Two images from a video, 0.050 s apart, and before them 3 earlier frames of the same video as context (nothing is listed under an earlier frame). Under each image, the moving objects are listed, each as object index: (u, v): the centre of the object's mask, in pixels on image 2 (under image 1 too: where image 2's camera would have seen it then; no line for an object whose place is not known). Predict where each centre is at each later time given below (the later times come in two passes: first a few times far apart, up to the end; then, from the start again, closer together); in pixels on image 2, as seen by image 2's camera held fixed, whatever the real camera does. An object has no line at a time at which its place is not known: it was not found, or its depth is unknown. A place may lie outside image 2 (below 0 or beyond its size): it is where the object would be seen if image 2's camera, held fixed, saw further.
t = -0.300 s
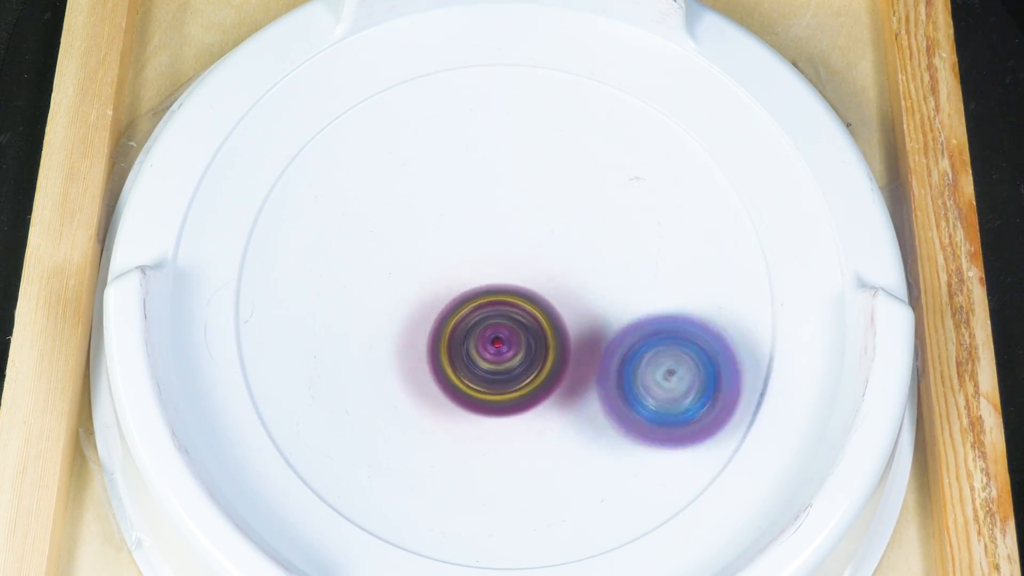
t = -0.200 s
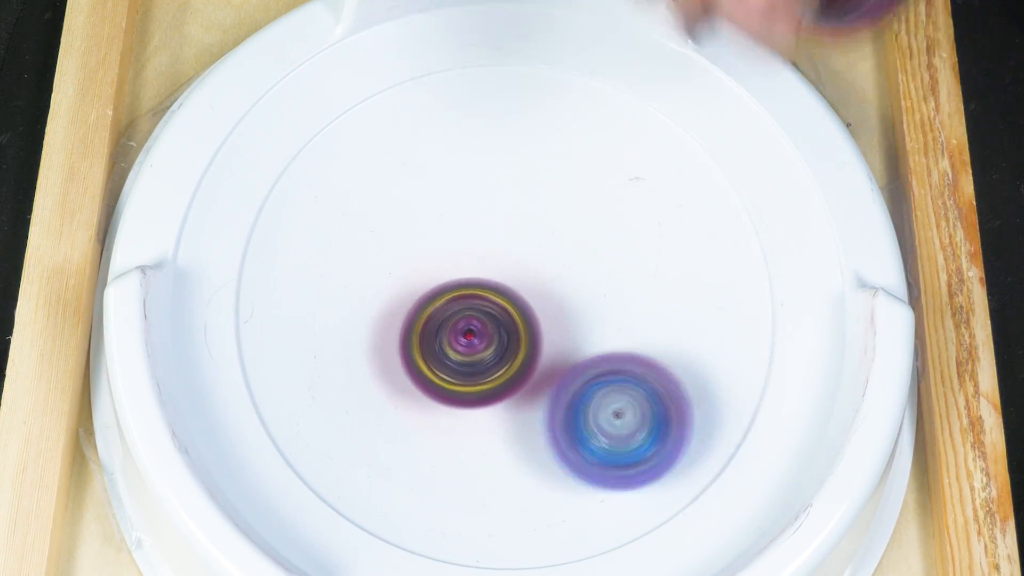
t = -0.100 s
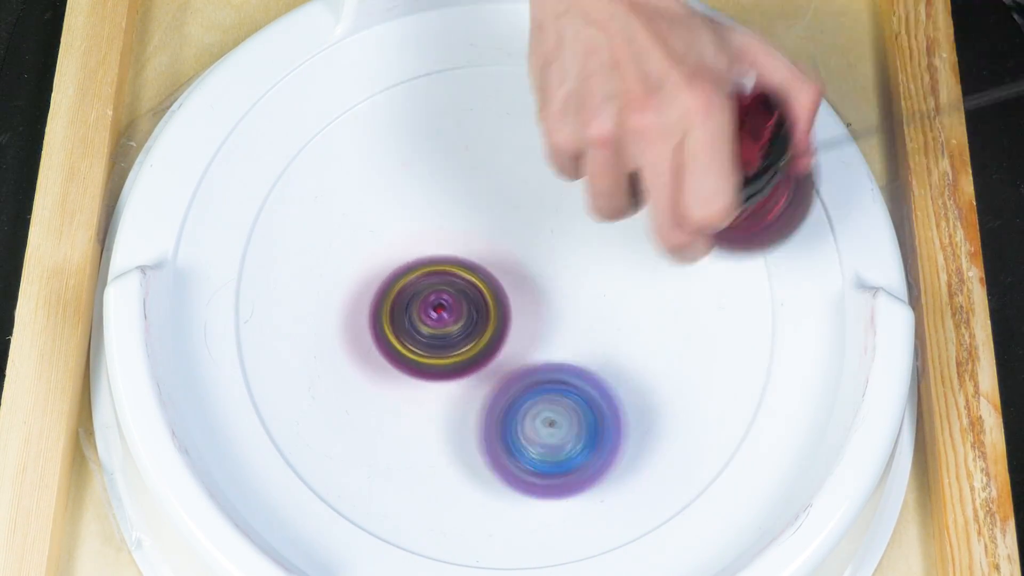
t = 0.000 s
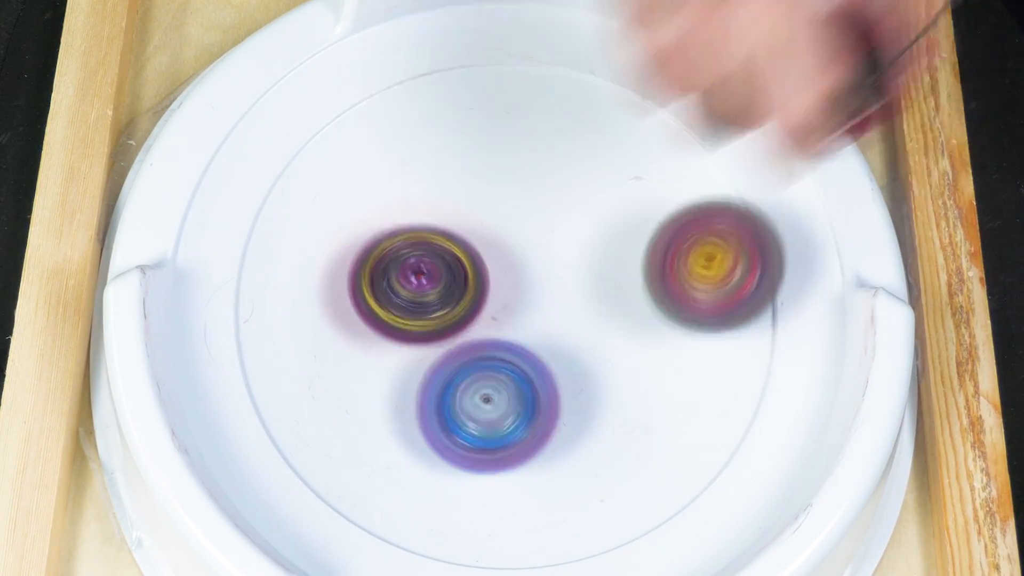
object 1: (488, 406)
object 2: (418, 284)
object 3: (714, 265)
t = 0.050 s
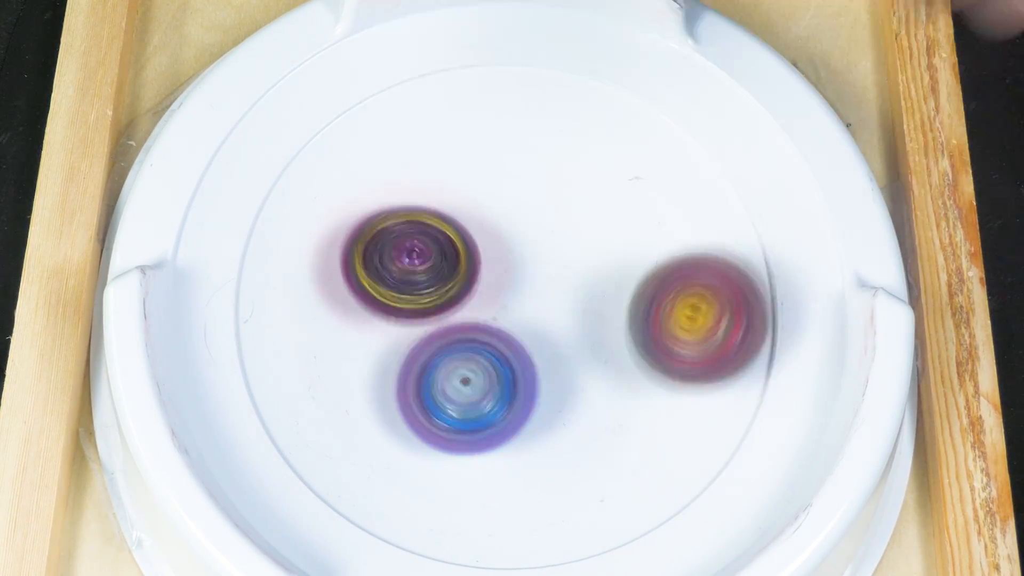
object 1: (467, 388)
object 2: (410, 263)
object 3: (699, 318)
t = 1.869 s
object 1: (594, 183)
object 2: (452, 249)
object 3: (483, 525)
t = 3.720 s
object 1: (394, 285)
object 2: (555, 300)
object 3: (428, 415)
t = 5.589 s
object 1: (648, 394)
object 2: (480, 196)
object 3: (393, 300)
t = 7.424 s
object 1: (441, 157)
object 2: (542, 258)
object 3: (608, 378)
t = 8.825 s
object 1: (477, 223)
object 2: (643, 292)
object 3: (405, 334)
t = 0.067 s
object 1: (463, 383)
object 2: (406, 250)
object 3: (691, 340)
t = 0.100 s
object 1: (457, 371)
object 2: (397, 226)
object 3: (684, 368)
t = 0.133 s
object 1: (451, 354)
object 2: (392, 209)
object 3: (674, 401)
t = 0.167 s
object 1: (449, 333)
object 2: (391, 199)
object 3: (668, 426)
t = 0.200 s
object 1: (449, 312)
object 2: (395, 196)
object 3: (661, 451)
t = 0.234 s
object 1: (461, 300)
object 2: (395, 188)
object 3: (660, 472)
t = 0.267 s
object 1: (473, 288)
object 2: (396, 183)
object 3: (658, 486)
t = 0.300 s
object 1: (486, 277)
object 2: (401, 184)
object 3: (655, 492)
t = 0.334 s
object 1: (502, 270)
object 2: (406, 184)
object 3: (647, 491)
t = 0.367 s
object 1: (519, 264)
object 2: (411, 185)
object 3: (642, 485)
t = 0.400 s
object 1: (538, 262)
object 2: (418, 189)
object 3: (637, 474)
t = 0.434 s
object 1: (554, 263)
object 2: (426, 194)
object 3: (635, 459)
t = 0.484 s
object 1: (577, 270)
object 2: (439, 202)
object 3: (640, 433)
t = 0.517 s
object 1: (592, 276)
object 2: (448, 208)
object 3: (649, 413)
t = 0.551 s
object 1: (600, 275)
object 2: (456, 217)
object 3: (664, 406)
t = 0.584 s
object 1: (603, 243)
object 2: (459, 223)
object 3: (699, 434)
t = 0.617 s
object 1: (619, 223)
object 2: (448, 227)
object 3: (732, 447)
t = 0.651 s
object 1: (636, 210)
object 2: (437, 231)
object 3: (748, 453)
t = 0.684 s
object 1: (652, 207)
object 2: (429, 235)
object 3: (741, 439)
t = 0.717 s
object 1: (667, 210)
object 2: (423, 240)
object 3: (731, 423)
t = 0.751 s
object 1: (680, 217)
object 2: (419, 244)
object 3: (716, 403)
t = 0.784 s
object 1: (692, 226)
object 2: (419, 247)
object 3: (704, 382)
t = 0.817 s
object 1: (703, 226)
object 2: (423, 249)
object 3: (691, 377)
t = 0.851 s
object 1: (718, 192)
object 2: (428, 252)
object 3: (673, 401)
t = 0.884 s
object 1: (717, 172)
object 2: (436, 253)
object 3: (657, 421)
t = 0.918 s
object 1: (702, 166)
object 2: (443, 256)
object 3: (644, 436)
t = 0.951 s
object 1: (689, 163)
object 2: (451, 258)
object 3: (635, 448)
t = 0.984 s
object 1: (677, 162)
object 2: (457, 261)
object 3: (628, 458)
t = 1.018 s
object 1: (669, 163)
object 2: (464, 263)
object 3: (625, 466)
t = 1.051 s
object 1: (663, 164)
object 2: (468, 265)
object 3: (625, 473)
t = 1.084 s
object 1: (660, 165)
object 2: (473, 268)
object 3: (627, 480)
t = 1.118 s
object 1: (659, 166)
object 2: (476, 269)
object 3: (633, 486)
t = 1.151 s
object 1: (658, 168)
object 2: (479, 271)
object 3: (641, 492)
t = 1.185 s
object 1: (659, 170)
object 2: (480, 272)
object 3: (649, 490)
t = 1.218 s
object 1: (660, 171)
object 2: (482, 273)
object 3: (655, 480)
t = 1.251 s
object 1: (660, 173)
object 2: (483, 274)
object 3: (661, 470)
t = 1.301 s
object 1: (660, 177)
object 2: (485, 276)
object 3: (673, 455)
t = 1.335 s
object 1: (658, 179)
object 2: (486, 278)
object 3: (679, 446)
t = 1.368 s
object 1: (655, 182)
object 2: (485, 279)
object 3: (682, 437)
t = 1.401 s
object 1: (652, 185)
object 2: (485, 282)
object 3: (678, 428)
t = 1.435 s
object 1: (648, 188)
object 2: (483, 283)
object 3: (667, 418)
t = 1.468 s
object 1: (643, 192)
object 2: (482, 284)
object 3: (651, 405)
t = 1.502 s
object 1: (637, 195)
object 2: (480, 286)
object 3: (631, 391)
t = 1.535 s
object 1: (631, 198)
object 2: (478, 287)
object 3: (607, 380)
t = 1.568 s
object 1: (624, 200)
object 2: (477, 279)
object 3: (578, 379)
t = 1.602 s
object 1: (616, 201)
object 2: (475, 262)
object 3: (551, 396)
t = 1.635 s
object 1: (611, 200)
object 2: (473, 249)
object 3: (525, 418)
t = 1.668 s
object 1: (608, 196)
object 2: (469, 242)
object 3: (501, 440)
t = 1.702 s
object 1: (606, 192)
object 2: (464, 239)
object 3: (484, 463)
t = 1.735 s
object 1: (605, 189)
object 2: (459, 239)
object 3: (472, 485)
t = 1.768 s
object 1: (603, 186)
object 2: (455, 241)
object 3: (467, 507)
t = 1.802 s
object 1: (600, 184)
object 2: (452, 244)
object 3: (467, 522)
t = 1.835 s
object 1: (597, 183)
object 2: (452, 246)
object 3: (473, 526)
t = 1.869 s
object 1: (594, 183)
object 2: (452, 249)
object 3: (483, 525)
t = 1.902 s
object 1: (591, 183)
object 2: (451, 250)
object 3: (497, 520)
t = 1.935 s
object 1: (587, 182)
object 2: (453, 252)
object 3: (512, 513)
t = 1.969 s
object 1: (584, 182)
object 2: (455, 255)
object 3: (529, 505)
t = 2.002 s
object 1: (580, 181)
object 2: (457, 257)
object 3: (543, 495)
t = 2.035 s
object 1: (576, 180)
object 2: (459, 260)
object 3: (556, 487)
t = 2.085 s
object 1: (570, 178)
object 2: (461, 267)
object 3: (575, 467)
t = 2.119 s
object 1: (565, 177)
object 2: (462, 271)
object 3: (582, 445)
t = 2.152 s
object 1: (559, 176)
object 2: (464, 277)
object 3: (582, 419)
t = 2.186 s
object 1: (553, 176)
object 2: (465, 284)
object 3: (572, 392)
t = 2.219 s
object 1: (547, 175)
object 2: (460, 274)
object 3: (555, 381)
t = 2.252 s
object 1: (547, 161)
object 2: (444, 268)
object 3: (532, 380)
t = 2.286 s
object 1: (545, 153)
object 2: (431, 264)
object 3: (502, 380)
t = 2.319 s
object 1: (541, 152)
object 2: (425, 257)
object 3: (468, 387)
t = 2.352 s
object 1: (536, 153)
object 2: (420, 247)
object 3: (437, 399)
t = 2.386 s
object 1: (532, 154)
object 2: (419, 243)
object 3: (406, 415)
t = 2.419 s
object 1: (528, 155)
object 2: (417, 244)
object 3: (386, 431)
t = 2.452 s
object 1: (525, 155)
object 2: (414, 247)
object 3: (368, 452)
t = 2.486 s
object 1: (521, 156)
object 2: (413, 250)
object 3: (355, 474)
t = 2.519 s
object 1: (517, 156)
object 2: (413, 256)
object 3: (353, 492)
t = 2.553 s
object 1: (513, 157)
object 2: (414, 262)
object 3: (362, 504)
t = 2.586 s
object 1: (509, 158)
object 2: (416, 269)
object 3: (376, 513)
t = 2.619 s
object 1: (504, 160)
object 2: (420, 275)
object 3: (388, 519)
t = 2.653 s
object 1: (499, 163)
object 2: (424, 280)
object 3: (397, 523)
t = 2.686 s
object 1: (494, 165)
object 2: (428, 285)
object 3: (407, 525)
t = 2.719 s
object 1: (489, 166)
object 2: (433, 290)
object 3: (418, 524)
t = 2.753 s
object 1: (483, 169)
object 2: (438, 294)
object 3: (431, 520)
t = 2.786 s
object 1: (477, 170)
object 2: (443, 301)
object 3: (450, 514)
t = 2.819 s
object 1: (472, 172)
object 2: (448, 308)
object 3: (472, 494)
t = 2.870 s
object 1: (463, 177)
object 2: (456, 312)
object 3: (498, 455)
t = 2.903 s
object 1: (456, 170)
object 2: (468, 309)
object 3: (504, 446)
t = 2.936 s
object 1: (449, 133)
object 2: (488, 313)
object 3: (504, 453)
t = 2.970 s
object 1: (444, 107)
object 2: (512, 309)
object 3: (499, 455)
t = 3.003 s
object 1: (440, 94)
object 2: (534, 303)
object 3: (494, 447)
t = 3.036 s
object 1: (438, 90)
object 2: (551, 297)
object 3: (488, 431)
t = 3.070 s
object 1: (437, 91)
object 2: (564, 292)
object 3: (478, 412)
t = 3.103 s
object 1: (438, 94)
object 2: (573, 288)
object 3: (463, 394)
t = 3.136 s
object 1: (438, 98)
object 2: (580, 285)
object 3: (445, 376)
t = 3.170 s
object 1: (437, 103)
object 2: (582, 283)
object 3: (426, 362)
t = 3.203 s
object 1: (437, 109)
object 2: (581, 283)
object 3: (407, 350)
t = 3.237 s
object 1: (436, 117)
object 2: (580, 284)
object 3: (386, 341)
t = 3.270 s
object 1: (436, 125)
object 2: (578, 283)
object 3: (366, 335)
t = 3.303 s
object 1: (438, 133)
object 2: (577, 283)
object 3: (347, 333)
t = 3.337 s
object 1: (440, 144)
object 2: (575, 283)
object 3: (328, 334)
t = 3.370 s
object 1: (441, 155)
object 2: (572, 285)
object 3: (312, 339)
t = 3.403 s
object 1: (442, 166)
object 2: (569, 285)
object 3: (297, 347)
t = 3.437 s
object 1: (442, 179)
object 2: (564, 285)
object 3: (283, 358)
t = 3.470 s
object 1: (441, 192)
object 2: (559, 286)
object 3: (271, 371)
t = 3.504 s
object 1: (441, 205)
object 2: (556, 287)
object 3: (265, 387)
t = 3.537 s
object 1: (436, 219)
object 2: (556, 289)
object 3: (271, 402)
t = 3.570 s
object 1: (429, 232)
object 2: (557, 291)
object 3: (294, 416)
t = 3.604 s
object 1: (422, 246)
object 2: (558, 293)
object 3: (320, 430)
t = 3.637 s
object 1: (413, 259)
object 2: (559, 296)
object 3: (349, 435)
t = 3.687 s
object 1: (402, 276)
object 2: (557, 298)
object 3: (395, 425)
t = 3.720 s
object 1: (394, 285)
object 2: (555, 300)
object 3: (428, 415)
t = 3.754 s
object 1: (386, 273)
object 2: (555, 301)
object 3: (467, 422)
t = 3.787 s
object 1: (381, 268)
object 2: (557, 298)
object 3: (498, 424)
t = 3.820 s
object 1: (378, 268)
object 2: (570, 284)
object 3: (517, 425)
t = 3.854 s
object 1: (377, 273)
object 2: (580, 273)
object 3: (535, 414)
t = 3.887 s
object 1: (377, 278)
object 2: (586, 265)
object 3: (552, 394)
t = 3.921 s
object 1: (378, 283)
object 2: (599, 243)
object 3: (555, 377)
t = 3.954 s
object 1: (377, 289)
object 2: (610, 224)
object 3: (555, 354)
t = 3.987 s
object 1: (379, 294)
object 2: (615, 208)
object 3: (551, 324)
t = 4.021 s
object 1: (382, 299)
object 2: (620, 194)
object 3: (536, 294)
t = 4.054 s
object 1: (383, 304)
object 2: (625, 179)
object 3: (515, 264)
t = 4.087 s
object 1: (377, 312)
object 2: (623, 167)
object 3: (508, 232)
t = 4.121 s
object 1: (374, 320)
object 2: (620, 162)
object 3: (495, 204)
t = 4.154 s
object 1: (374, 326)
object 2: (617, 158)
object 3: (475, 180)
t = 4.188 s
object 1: (375, 332)
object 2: (613, 159)
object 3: (449, 162)
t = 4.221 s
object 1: (379, 337)
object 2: (609, 165)
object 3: (420, 150)
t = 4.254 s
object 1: (382, 341)
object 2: (605, 171)
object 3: (389, 144)
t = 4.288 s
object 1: (386, 345)
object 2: (599, 179)
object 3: (354, 144)
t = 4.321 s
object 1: (390, 349)
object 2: (593, 188)
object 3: (322, 152)
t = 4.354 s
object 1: (396, 352)
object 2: (585, 196)
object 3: (295, 167)
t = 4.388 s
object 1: (401, 355)
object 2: (577, 207)
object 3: (281, 196)
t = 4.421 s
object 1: (406, 358)
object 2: (569, 217)
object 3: (270, 230)
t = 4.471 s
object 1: (416, 364)
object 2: (556, 233)
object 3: (270, 284)
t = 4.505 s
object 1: (424, 368)
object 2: (548, 242)
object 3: (285, 318)
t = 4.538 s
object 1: (464, 380)
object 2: (540, 250)
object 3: (267, 329)
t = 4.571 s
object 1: (517, 393)
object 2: (534, 256)
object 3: (243, 337)
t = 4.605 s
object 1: (554, 401)
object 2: (528, 263)
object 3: (247, 347)
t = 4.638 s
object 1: (584, 409)
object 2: (523, 268)
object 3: (274, 361)
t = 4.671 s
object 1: (606, 416)
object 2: (519, 271)
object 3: (297, 375)
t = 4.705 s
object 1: (625, 425)
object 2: (517, 273)
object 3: (321, 385)
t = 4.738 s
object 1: (636, 433)
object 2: (516, 275)
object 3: (350, 392)
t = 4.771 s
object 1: (643, 442)
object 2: (513, 277)
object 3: (384, 393)
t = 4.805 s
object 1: (646, 450)
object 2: (512, 279)
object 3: (415, 386)
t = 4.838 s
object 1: (649, 459)
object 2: (527, 272)
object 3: (431, 381)
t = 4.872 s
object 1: (652, 469)
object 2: (550, 258)
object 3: (443, 374)
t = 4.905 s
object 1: (655, 479)
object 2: (571, 248)
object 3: (458, 357)
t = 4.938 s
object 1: (655, 487)
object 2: (586, 240)
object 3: (471, 339)
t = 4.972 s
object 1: (645, 484)
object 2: (596, 238)
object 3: (484, 314)
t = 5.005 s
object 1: (635, 480)
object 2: (600, 236)
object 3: (486, 289)
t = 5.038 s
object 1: (627, 477)
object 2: (611, 237)
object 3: (479, 264)
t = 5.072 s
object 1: (622, 473)
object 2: (623, 236)
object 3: (468, 240)
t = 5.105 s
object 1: (619, 469)
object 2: (625, 237)
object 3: (456, 219)
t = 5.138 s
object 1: (617, 463)
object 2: (624, 239)
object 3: (440, 200)
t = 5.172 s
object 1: (615, 458)
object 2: (617, 241)
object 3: (423, 187)
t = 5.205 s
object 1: (611, 451)
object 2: (611, 243)
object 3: (404, 176)
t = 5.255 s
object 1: (606, 439)
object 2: (600, 247)
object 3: (374, 170)
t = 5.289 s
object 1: (602, 430)
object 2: (593, 250)
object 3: (354, 172)
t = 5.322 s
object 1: (598, 420)
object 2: (586, 252)
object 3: (337, 179)
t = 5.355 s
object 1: (596, 409)
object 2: (578, 255)
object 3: (325, 188)
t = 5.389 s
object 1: (595, 400)
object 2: (572, 256)
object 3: (318, 199)
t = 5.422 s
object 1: (595, 388)
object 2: (566, 259)
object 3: (317, 213)
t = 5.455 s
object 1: (596, 379)
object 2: (563, 259)
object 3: (321, 231)
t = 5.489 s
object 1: (605, 376)
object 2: (552, 254)
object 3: (333, 252)
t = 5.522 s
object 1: (627, 390)
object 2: (525, 230)
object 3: (347, 272)
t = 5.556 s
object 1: (642, 396)
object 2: (499, 211)
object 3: (371, 289)
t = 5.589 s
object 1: (648, 394)
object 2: (480, 196)
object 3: (393, 300)
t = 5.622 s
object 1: (651, 390)
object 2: (473, 182)
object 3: (413, 312)
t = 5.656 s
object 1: (652, 385)
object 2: (468, 174)
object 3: (439, 316)
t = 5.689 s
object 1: (651, 381)
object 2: (464, 172)
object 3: (464, 316)
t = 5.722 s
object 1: (649, 375)
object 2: (461, 174)
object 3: (489, 309)
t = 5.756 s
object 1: (646, 369)
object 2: (458, 177)
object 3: (516, 299)
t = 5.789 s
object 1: (656, 371)
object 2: (458, 170)
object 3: (530, 282)
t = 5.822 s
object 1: (680, 389)
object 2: (449, 134)
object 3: (533, 274)
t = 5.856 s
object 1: (698, 401)
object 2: (433, 98)
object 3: (537, 265)
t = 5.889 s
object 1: (705, 405)
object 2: (410, 69)
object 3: (541, 251)
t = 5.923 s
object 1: (707, 403)
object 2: (394, 55)
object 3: (546, 236)
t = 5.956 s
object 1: (705, 400)
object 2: (377, 57)
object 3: (546, 222)
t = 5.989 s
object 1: (700, 395)
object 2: (361, 76)
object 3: (540, 208)
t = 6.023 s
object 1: (695, 391)
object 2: (347, 95)
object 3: (532, 194)
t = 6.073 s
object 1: (684, 383)
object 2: (332, 131)
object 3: (514, 184)
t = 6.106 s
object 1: (674, 378)
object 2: (324, 156)
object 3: (501, 183)
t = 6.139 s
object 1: (664, 372)
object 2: (318, 183)
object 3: (486, 187)
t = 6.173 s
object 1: (653, 365)
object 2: (315, 210)
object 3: (472, 195)
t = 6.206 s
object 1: (642, 359)
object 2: (313, 242)
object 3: (463, 207)
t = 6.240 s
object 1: (632, 349)
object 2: (316, 273)
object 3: (456, 223)
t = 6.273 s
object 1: (622, 339)
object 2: (326, 309)
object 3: (455, 240)
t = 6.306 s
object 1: (613, 328)
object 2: (339, 342)
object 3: (459, 256)
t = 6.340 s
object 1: (605, 315)
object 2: (360, 372)
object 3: (468, 273)
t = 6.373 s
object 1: (611, 305)
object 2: (386, 401)
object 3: (466, 283)
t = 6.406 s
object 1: (611, 296)
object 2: (418, 427)
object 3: (468, 294)
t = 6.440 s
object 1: (613, 287)
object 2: (451, 446)
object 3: (469, 305)
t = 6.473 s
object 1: (617, 275)
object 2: (488, 460)
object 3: (471, 318)
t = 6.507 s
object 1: (616, 266)
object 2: (524, 468)
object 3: (478, 329)
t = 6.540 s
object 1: (615, 258)
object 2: (559, 469)
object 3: (490, 339)
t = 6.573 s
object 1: (612, 250)
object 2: (594, 463)
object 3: (505, 344)
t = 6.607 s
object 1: (611, 242)
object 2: (627, 454)
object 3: (523, 347)
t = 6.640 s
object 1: (612, 229)
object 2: (654, 440)
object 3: (531, 354)
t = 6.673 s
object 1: (612, 220)
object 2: (676, 422)
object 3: (542, 358)
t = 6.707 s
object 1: (611, 213)
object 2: (695, 399)
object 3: (554, 357)
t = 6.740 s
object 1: (610, 206)
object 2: (708, 374)
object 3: (567, 353)
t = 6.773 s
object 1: (607, 202)
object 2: (716, 347)
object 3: (576, 347)
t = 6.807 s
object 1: (603, 199)
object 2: (717, 318)
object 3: (582, 338)
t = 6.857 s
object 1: (598, 172)
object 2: (708, 273)
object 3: (584, 343)
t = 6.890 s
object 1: (595, 133)
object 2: (695, 245)
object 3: (577, 381)
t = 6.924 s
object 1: (589, 105)
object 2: (674, 218)
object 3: (573, 408)
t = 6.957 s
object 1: (581, 85)
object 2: (655, 203)
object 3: (574, 427)
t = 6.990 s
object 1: (556, 57)
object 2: (646, 205)
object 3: (580, 440)
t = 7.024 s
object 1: (528, 46)
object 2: (636, 210)
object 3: (589, 450)
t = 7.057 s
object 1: (506, 42)
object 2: (625, 215)
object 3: (600, 458)
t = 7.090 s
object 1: (487, 45)
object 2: (613, 221)
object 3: (611, 464)
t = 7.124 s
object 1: (473, 50)
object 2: (602, 227)
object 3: (623, 467)
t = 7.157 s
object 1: (463, 55)
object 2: (590, 231)
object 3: (634, 467)
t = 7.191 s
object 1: (454, 65)
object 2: (579, 236)
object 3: (643, 465)
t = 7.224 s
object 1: (448, 85)
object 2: (569, 241)
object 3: (649, 461)
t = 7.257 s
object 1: (445, 102)
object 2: (561, 244)
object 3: (651, 451)
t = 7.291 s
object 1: (444, 117)
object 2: (553, 248)
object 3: (650, 440)
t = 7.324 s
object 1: (443, 131)
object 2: (547, 250)
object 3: (643, 425)
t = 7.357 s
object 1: (443, 142)
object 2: (543, 252)
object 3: (634, 408)
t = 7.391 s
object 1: (444, 152)
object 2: (540, 253)
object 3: (623, 392)
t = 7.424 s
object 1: (441, 157)
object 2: (542, 258)
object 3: (608, 378)
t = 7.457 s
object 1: (437, 160)
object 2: (541, 246)
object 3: (593, 379)
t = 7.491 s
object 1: (429, 156)
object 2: (555, 247)
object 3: (575, 378)
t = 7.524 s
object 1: (421, 154)
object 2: (566, 246)
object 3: (554, 379)
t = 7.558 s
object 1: (416, 155)
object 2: (584, 240)
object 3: (535, 385)
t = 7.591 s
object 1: (412, 157)
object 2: (593, 243)
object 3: (517, 390)
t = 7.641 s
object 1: (405, 163)
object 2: (602, 243)
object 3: (492, 399)
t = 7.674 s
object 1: (400, 168)
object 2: (602, 247)
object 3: (477, 405)
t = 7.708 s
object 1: (395, 174)
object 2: (600, 251)
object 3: (462, 412)
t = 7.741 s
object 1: (392, 180)
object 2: (598, 254)
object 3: (450, 419)
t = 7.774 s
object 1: (389, 187)
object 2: (595, 257)
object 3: (438, 427)
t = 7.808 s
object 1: (387, 195)
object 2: (595, 260)
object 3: (429, 434)
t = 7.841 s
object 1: (385, 203)
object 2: (593, 265)
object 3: (421, 442)
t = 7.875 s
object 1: (384, 212)
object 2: (590, 270)
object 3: (415, 448)
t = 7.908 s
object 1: (382, 222)
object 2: (587, 277)
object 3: (412, 453)
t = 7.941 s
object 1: (381, 232)
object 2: (583, 285)
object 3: (412, 455)
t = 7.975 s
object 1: (380, 243)
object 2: (581, 294)
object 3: (413, 454)
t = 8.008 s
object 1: (380, 253)
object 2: (575, 303)
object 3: (417, 450)
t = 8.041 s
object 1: (381, 262)
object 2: (570, 312)
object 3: (420, 442)
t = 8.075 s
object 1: (383, 273)
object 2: (566, 321)
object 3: (425, 432)
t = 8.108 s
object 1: (386, 283)
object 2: (562, 331)
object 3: (428, 419)
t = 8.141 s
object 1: (383, 285)
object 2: (556, 340)
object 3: (437, 415)
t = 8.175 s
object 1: (377, 281)
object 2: (561, 341)
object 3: (431, 421)
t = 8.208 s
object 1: (377, 284)
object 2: (571, 336)
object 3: (428, 423)
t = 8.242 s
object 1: (380, 291)
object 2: (578, 331)
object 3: (427, 421)
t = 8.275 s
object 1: (383, 289)
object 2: (582, 329)
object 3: (428, 424)
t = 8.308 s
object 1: (388, 279)
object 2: (584, 326)
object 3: (431, 430)
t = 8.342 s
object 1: (394, 277)
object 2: (584, 322)
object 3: (437, 430)
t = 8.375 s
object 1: (402, 278)
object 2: (583, 322)
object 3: (444, 427)
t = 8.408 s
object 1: (411, 280)
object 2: (579, 321)
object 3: (451, 420)
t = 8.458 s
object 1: (425, 276)
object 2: (565, 325)
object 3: (460, 413)
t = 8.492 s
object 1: (434, 264)
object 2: (562, 322)
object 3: (461, 414)
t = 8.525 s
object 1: (426, 253)
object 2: (576, 328)
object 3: (463, 409)
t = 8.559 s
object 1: (422, 245)
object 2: (596, 326)
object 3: (455, 403)
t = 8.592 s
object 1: (424, 241)
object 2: (619, 316)
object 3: (448, 396)
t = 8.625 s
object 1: (430, 237)
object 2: (636, 309)
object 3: (443, 388)
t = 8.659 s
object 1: (437, 233)
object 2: (646, 301)
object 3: (437, 379)
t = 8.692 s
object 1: (445, 230)
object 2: (653, 295)
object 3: (431, 370)
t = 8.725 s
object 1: (453, 228)
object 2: (655, 292)
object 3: (425, 360)
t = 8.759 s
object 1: (461, 226)
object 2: (654, 290)
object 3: (418, 350)
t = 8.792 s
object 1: (469, 225)
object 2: (651, 292)
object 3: (412, 342)
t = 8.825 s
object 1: (477, 223)
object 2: (643, 292)
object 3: (405, 334)
